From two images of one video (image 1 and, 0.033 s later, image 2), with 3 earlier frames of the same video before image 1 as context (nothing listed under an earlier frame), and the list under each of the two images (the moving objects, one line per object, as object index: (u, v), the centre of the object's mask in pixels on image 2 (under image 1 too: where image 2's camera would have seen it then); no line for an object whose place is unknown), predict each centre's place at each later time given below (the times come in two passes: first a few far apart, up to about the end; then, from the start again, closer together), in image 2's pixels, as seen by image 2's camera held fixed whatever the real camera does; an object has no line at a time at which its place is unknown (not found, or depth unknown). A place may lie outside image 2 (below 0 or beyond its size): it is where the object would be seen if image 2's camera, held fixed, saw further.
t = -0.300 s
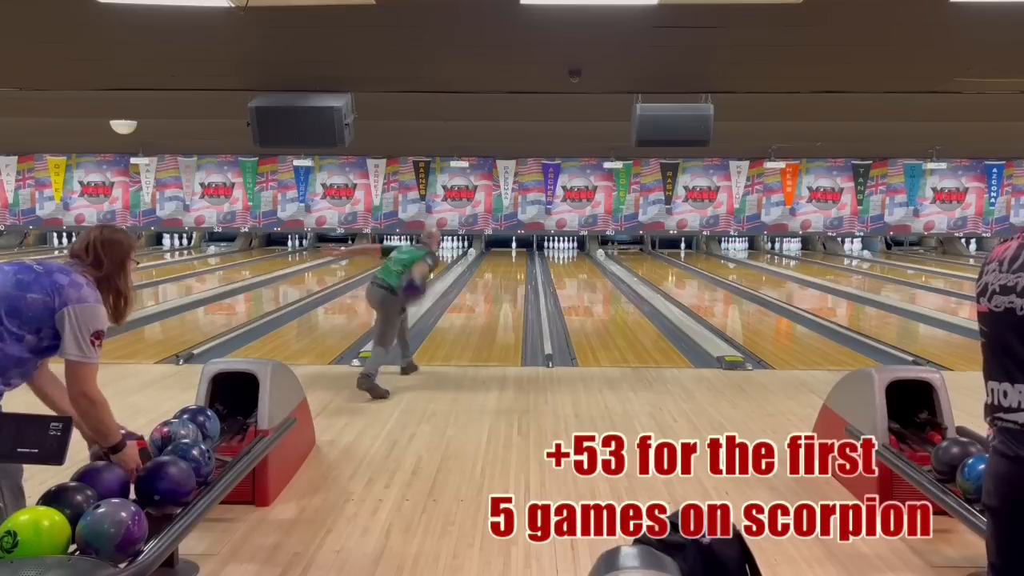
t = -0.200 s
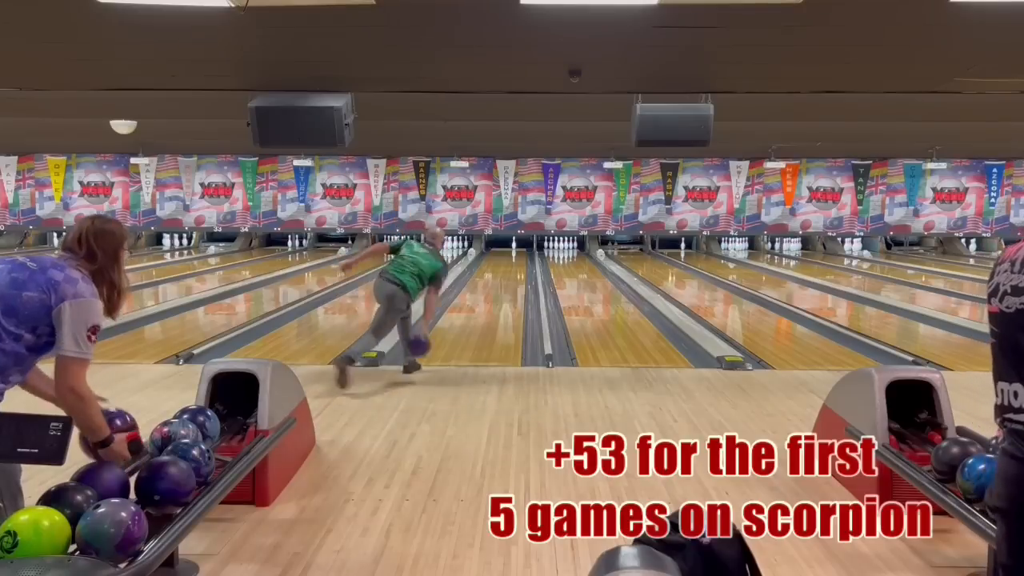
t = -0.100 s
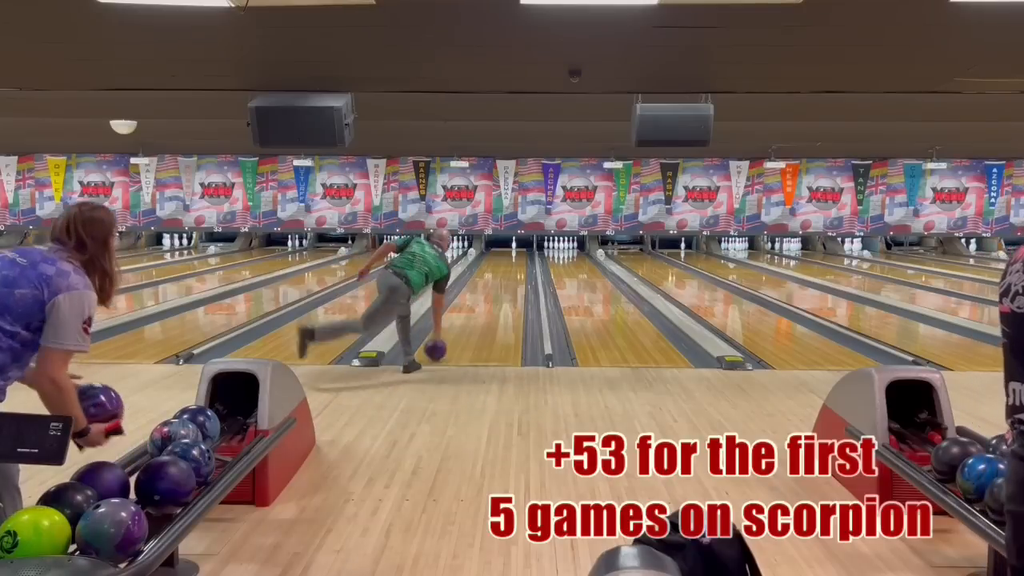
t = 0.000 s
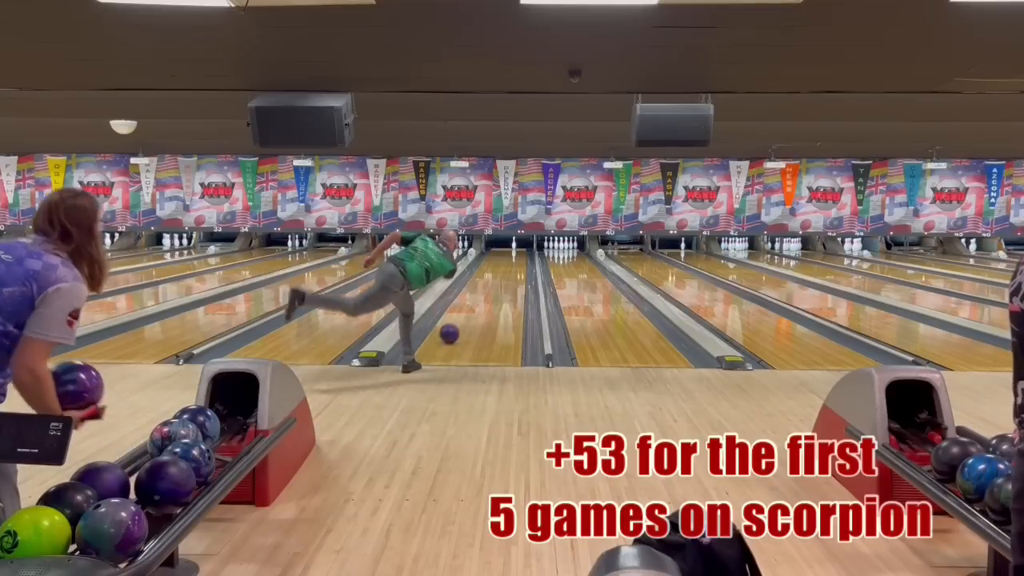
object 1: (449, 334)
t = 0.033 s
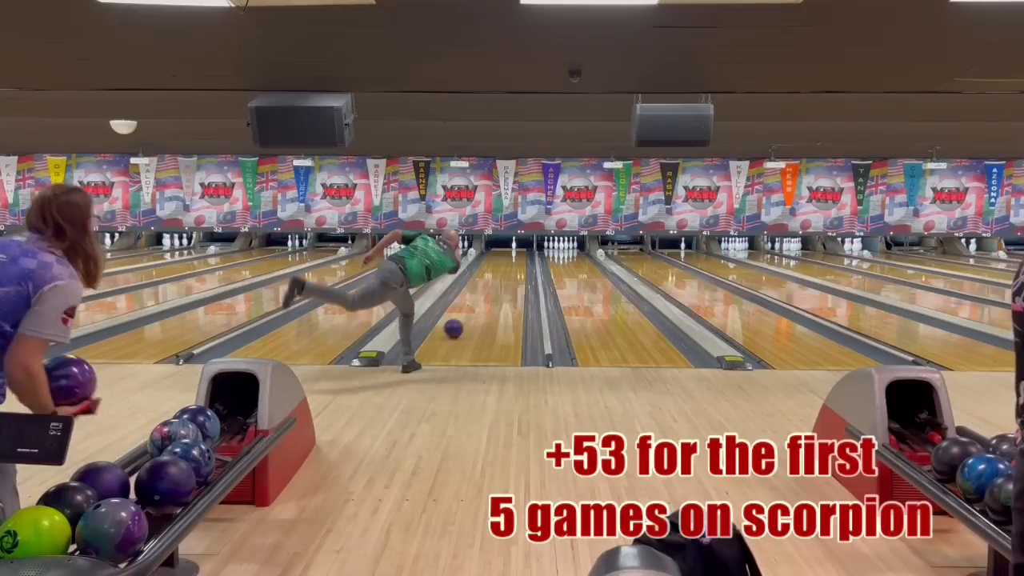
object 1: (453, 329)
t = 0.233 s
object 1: (472, 306)
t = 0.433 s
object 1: (484, 292)
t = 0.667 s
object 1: (496, 277)
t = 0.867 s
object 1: (503, 269)
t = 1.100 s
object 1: (513, 262)
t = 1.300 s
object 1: (514, 255)
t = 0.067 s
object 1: (457, 324)
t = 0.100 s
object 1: (460, 320)
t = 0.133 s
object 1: (464, 316)
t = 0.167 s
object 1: (466, 313)
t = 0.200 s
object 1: (469, 309)
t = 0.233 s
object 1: (472, 306)
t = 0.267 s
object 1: (474, 303)
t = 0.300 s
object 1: (477, 300)
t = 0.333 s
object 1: (479, 298)
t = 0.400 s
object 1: (483, 293)
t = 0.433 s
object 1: (484, 292)
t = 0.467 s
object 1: (487, 289)
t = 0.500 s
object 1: (489, 287)
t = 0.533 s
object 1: (490, 285)
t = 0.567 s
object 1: (492, 283)
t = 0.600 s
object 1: (493, 281)
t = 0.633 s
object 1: (495, 279)
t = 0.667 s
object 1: (496, 277)
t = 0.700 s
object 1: (497, 276)
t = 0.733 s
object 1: (498, 274)
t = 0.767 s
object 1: (500, 273)
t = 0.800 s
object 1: (501, 271)
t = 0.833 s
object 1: (502, 270)
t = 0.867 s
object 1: (503, 269)
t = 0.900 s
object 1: (504, 268)
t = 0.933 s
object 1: (505, 266)
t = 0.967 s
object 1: (506, 265)
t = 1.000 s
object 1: (507, 264)
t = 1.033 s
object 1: (508, 263)
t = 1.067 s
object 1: (510, 259)
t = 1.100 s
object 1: (513, 262)
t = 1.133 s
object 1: (510, 262)
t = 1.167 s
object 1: (511, 261)
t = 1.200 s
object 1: (512, 260)
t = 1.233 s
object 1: (513, 259)
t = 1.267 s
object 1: (512, 257)
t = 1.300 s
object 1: (514, 255)
